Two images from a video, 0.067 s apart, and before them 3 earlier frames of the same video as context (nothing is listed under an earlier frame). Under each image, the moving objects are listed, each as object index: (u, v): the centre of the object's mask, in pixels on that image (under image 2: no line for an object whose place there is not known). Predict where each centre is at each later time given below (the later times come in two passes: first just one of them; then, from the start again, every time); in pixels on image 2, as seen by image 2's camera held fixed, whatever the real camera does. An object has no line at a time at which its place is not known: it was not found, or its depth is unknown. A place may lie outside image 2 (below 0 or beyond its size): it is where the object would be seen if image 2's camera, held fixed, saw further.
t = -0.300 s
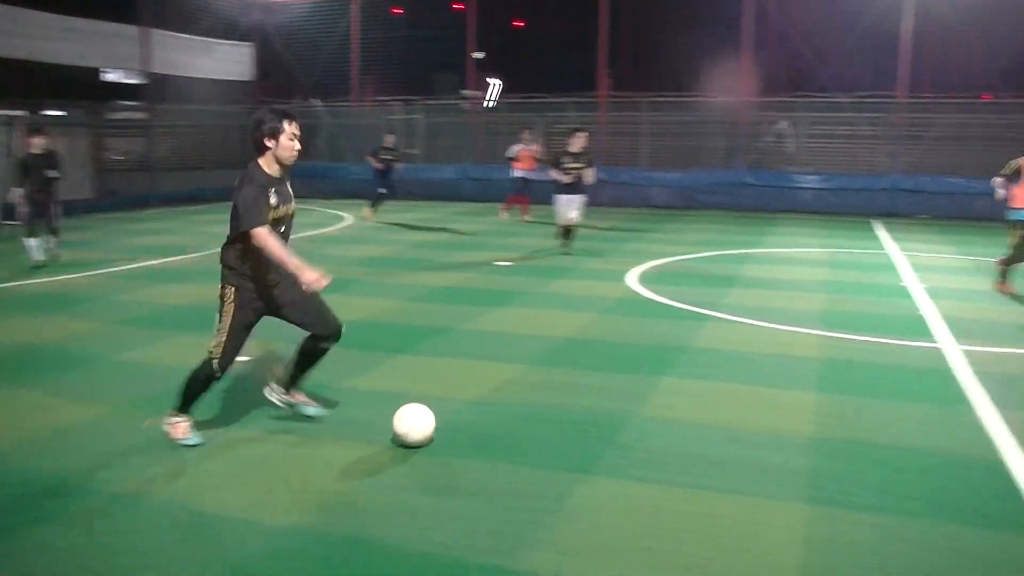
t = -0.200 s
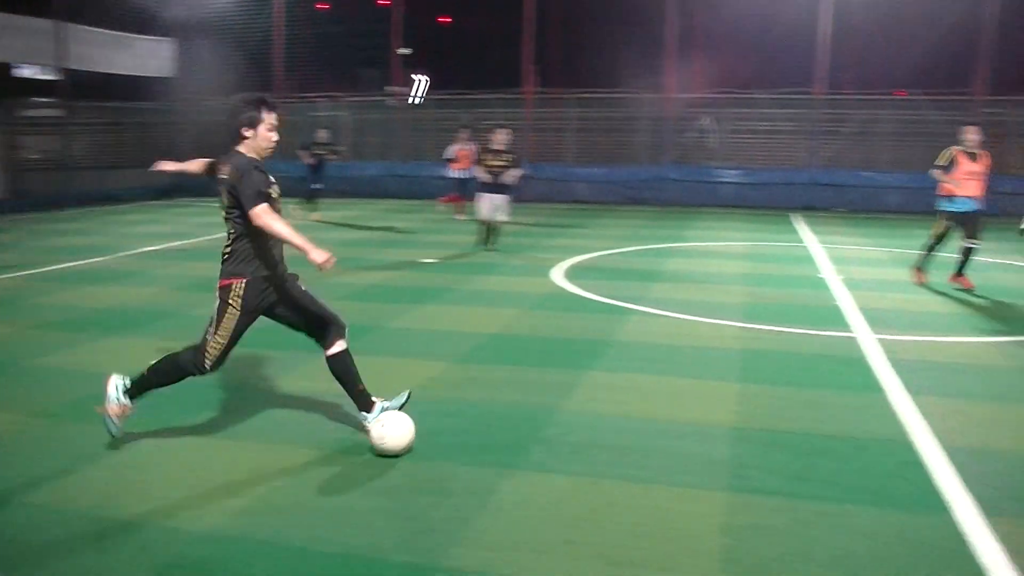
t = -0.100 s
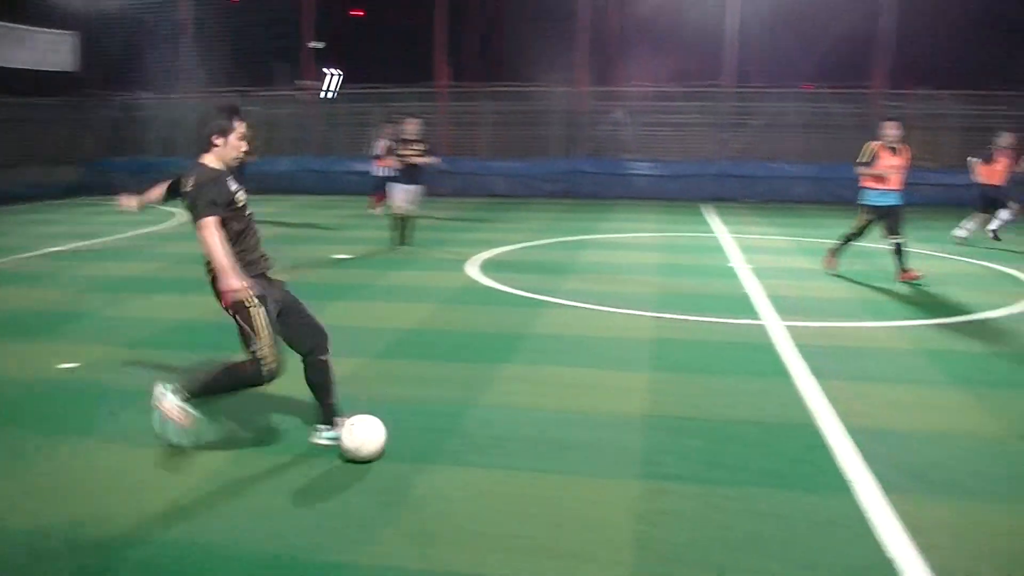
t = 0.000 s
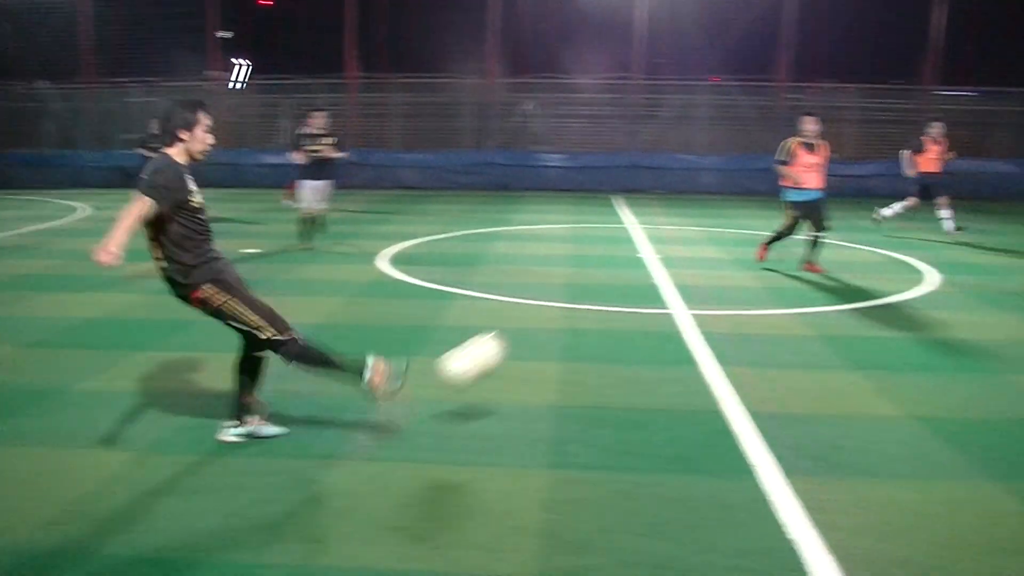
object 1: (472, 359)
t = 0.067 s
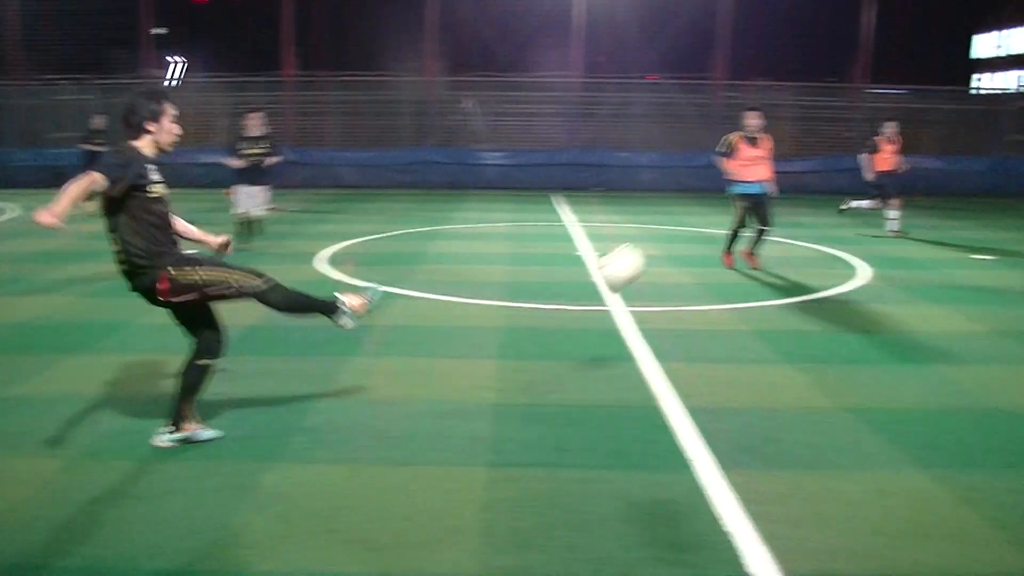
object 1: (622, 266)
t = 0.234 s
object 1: (921, 143)
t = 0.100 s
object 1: (701, 232)
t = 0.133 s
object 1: (769, 204)
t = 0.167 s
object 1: (828, 180)
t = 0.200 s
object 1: (878, 160)
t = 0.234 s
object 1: (921, 143)
